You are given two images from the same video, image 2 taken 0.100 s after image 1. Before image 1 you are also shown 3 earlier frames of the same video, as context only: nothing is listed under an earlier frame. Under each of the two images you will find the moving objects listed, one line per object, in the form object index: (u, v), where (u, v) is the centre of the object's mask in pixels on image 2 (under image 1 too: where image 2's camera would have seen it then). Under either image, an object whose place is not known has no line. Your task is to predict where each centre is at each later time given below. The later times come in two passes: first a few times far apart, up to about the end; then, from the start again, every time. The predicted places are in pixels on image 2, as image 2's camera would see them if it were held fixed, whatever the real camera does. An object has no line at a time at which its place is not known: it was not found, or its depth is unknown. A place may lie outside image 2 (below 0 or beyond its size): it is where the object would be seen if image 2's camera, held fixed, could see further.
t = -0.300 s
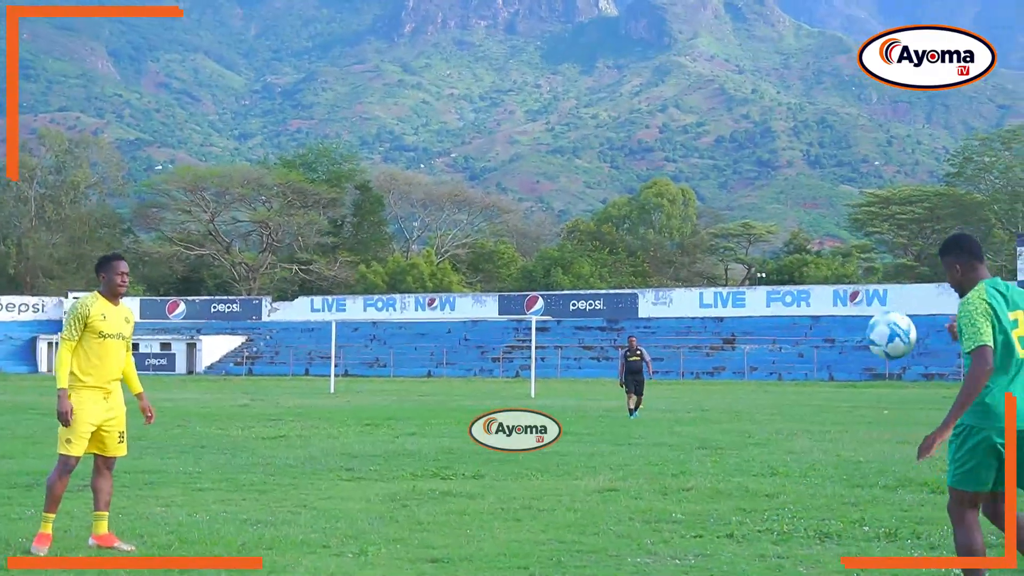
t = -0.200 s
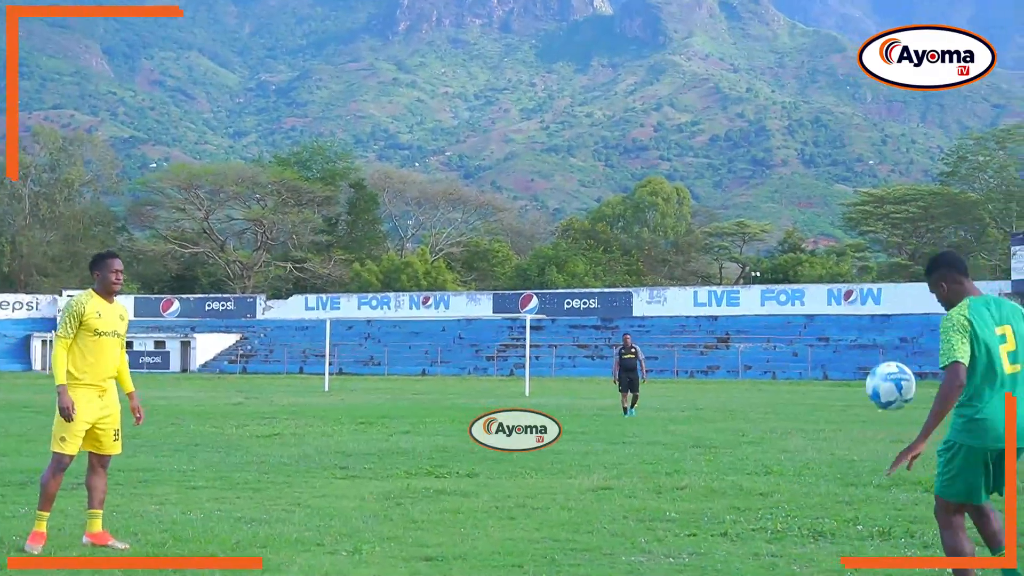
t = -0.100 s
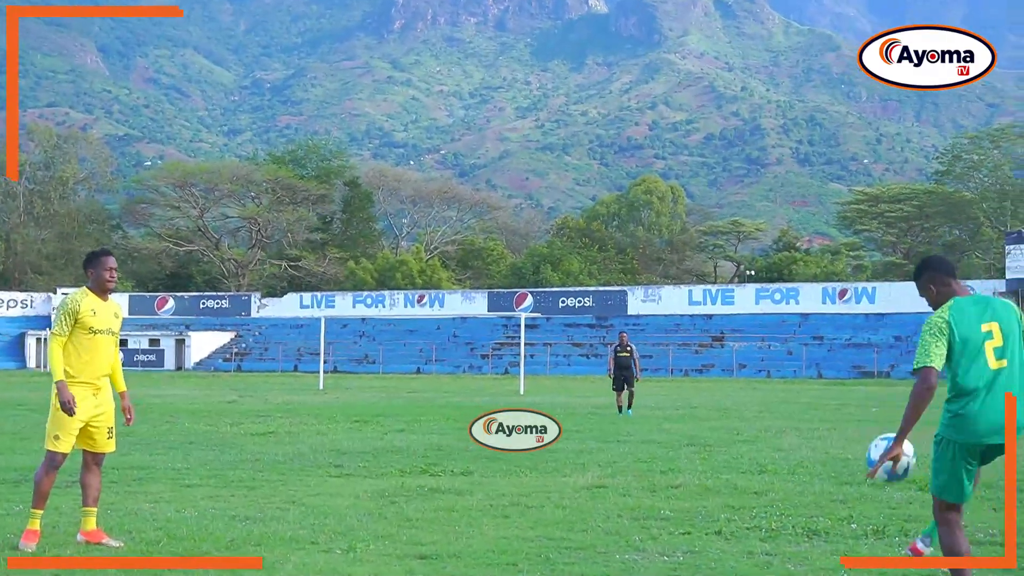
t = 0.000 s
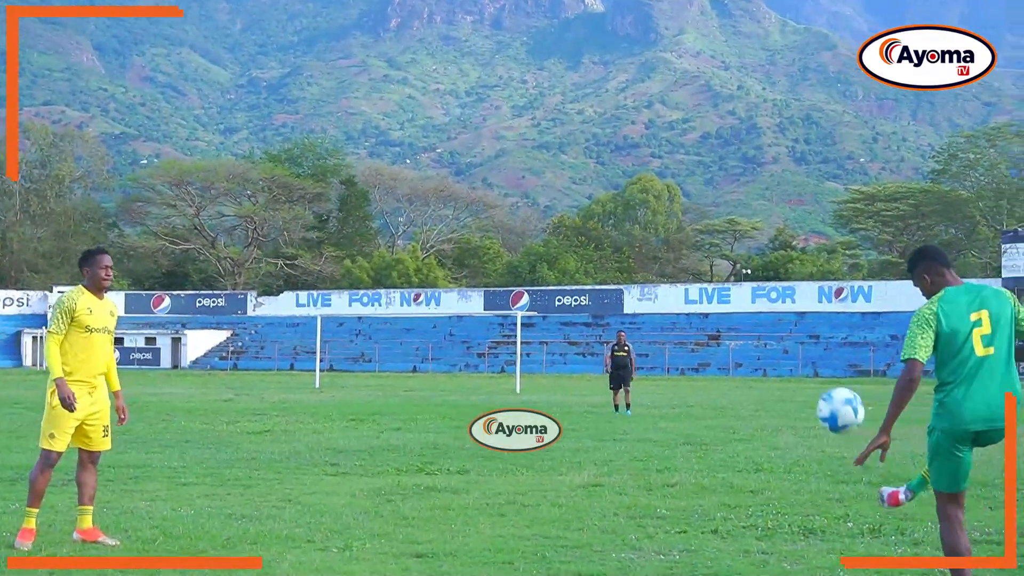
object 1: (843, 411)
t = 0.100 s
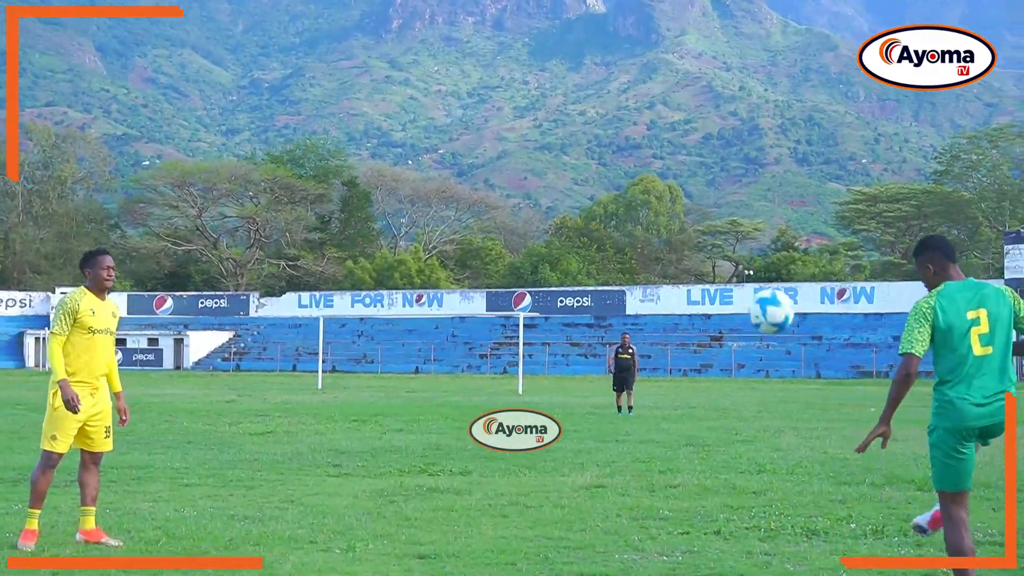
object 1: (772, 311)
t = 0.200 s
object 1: (702, 235)
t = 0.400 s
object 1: (579, 151)
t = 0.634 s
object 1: (452, 150)
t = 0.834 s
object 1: (356, 220)
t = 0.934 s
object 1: (310, 278)
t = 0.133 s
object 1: (748, 283)
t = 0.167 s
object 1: (725, 258)
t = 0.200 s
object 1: (702, 235)
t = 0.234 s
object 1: (681, 215)
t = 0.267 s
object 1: (660, 197)
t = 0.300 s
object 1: (639, 182)
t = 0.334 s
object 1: (618, 169)
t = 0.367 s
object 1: (598, 159)
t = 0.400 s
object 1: (579, 151)
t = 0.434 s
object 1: (560, 144)
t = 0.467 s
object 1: (541, 140)
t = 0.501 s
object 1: (523, 138)
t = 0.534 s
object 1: (505, 137)
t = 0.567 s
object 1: (488, 140)
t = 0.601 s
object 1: (470, 144)
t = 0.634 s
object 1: (452, 150)
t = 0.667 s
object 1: (436, 156)
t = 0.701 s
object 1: (418, 166)
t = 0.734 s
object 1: (403, 178)
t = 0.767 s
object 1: (387, 191)
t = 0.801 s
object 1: (373, 204)
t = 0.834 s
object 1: (356, 220)
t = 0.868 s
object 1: (340, 238)
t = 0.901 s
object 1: (325, 257)
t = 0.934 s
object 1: (310, 278)
